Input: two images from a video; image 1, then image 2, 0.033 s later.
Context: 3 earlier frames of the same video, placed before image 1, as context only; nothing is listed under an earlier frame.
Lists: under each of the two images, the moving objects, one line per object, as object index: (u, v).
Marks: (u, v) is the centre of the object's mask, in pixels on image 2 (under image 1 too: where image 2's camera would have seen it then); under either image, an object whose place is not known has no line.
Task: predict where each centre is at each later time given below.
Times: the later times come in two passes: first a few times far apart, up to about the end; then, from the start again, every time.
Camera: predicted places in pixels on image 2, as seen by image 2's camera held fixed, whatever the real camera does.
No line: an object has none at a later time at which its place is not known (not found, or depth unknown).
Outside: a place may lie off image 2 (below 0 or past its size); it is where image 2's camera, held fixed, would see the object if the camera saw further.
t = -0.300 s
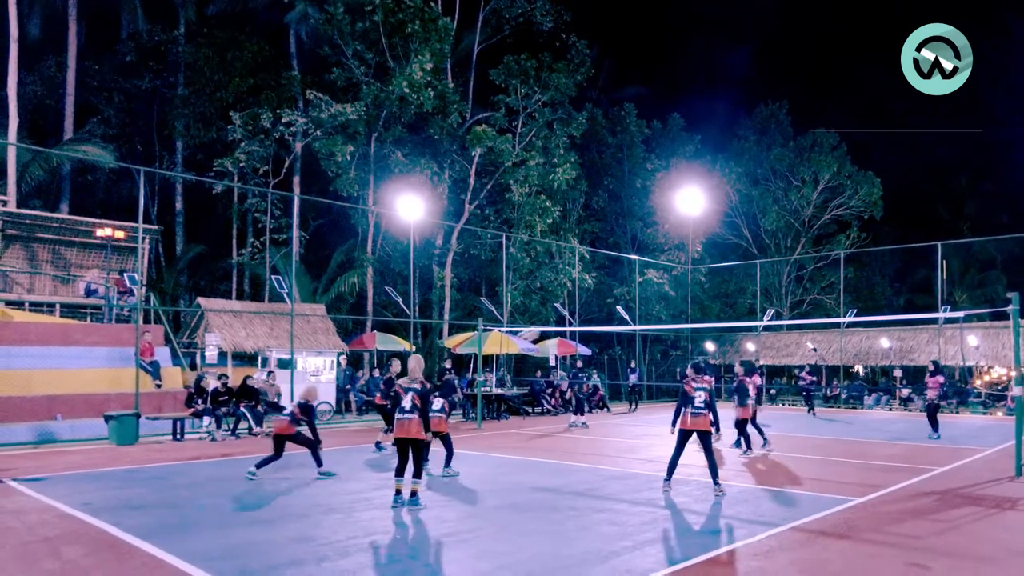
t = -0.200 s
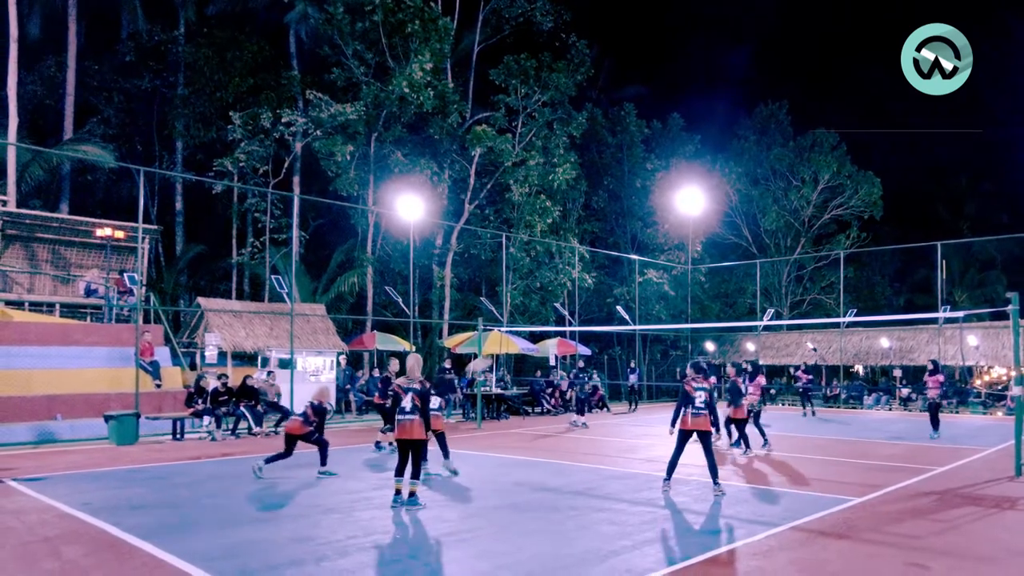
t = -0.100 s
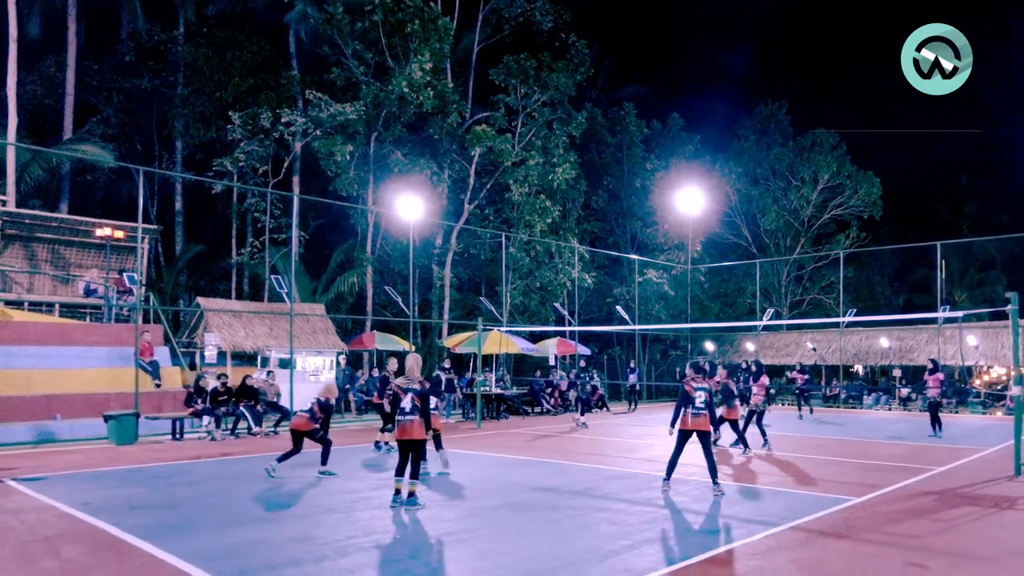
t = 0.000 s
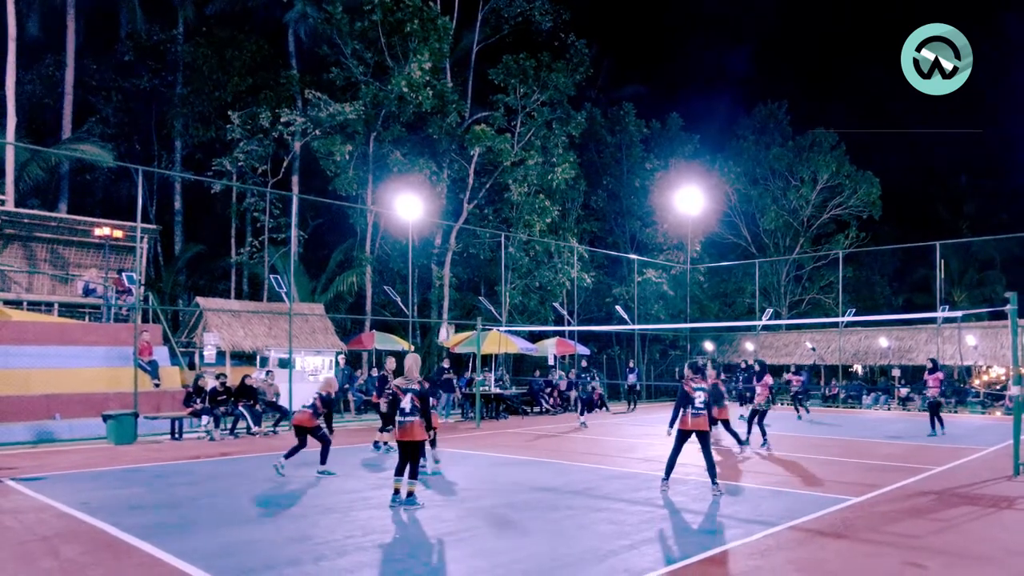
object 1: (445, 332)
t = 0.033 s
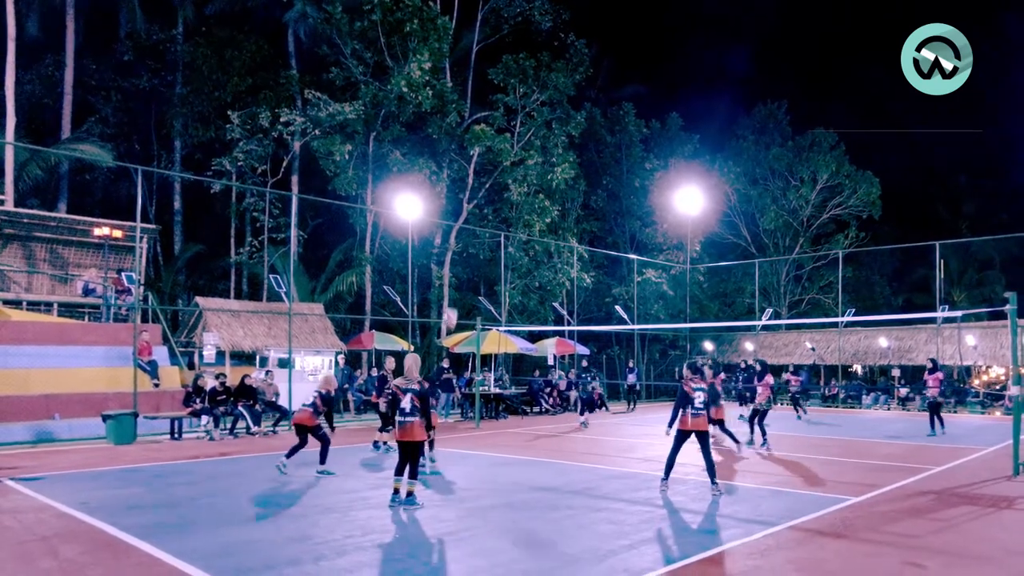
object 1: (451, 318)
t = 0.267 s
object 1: (470, 239)
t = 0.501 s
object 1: (489, 197)
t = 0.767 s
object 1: (510, 191)
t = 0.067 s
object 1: (453, 304)
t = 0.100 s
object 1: (455, 292)
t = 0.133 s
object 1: (458, 280)
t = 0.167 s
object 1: (461, 268)
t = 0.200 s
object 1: (464, 258)
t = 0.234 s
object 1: (467, 248)
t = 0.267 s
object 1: (470, 239)
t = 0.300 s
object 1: (472, 231)
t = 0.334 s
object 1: (475, 223)
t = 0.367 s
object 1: (478, 217)
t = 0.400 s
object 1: (481, 211)
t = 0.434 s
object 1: (484, 206)
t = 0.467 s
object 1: (486, 201)
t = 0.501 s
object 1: (489, 197)
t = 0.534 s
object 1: (491, 194)
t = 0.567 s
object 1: (494, 191)
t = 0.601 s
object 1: (496, 190)
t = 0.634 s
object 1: (499, 189)
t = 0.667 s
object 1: (502, 188)
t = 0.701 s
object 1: (504, 188)
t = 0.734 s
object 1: (507, 189)
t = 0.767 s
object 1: (510, 191)
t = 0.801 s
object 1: (512, 193)
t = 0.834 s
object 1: (514, 196)
